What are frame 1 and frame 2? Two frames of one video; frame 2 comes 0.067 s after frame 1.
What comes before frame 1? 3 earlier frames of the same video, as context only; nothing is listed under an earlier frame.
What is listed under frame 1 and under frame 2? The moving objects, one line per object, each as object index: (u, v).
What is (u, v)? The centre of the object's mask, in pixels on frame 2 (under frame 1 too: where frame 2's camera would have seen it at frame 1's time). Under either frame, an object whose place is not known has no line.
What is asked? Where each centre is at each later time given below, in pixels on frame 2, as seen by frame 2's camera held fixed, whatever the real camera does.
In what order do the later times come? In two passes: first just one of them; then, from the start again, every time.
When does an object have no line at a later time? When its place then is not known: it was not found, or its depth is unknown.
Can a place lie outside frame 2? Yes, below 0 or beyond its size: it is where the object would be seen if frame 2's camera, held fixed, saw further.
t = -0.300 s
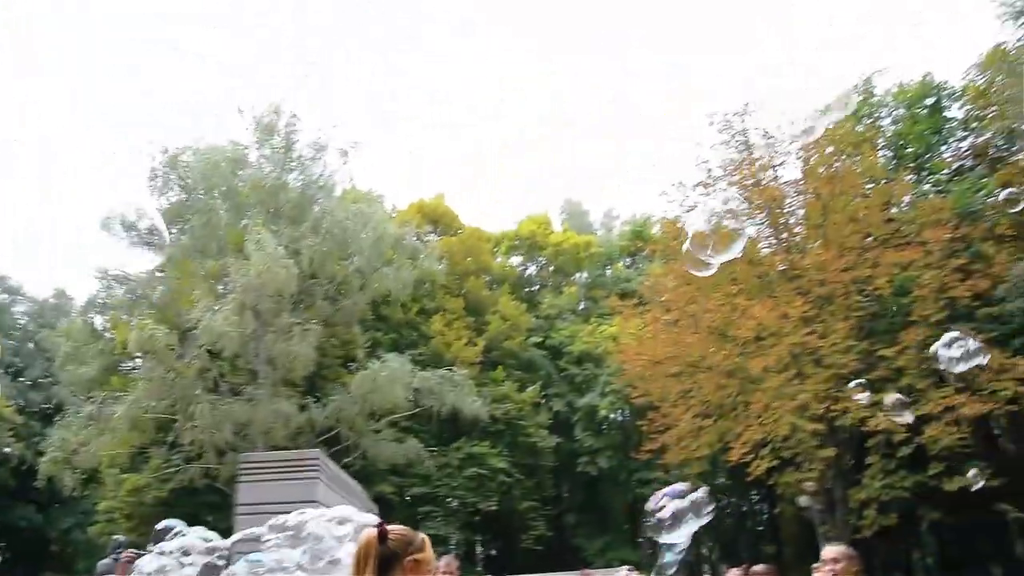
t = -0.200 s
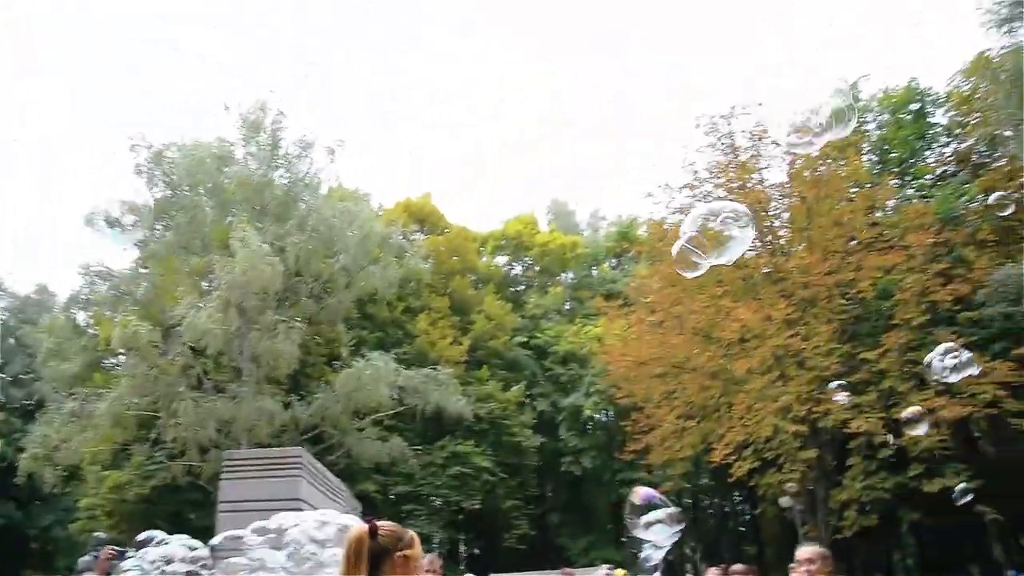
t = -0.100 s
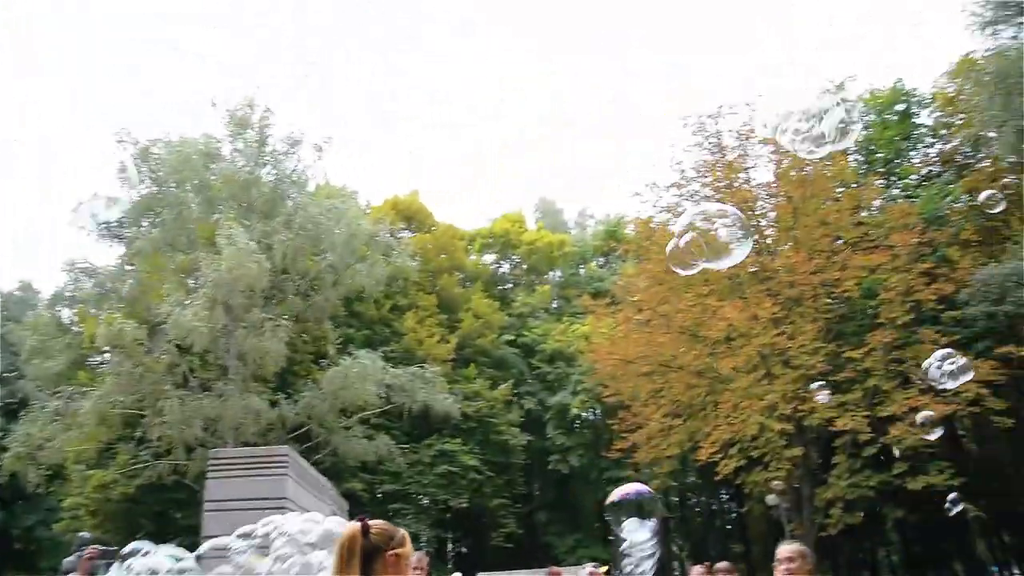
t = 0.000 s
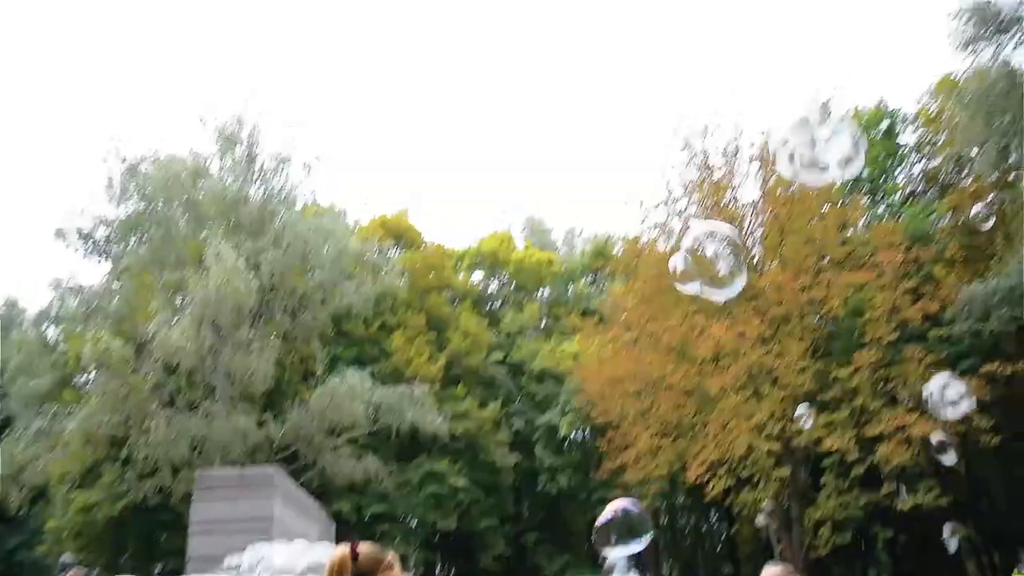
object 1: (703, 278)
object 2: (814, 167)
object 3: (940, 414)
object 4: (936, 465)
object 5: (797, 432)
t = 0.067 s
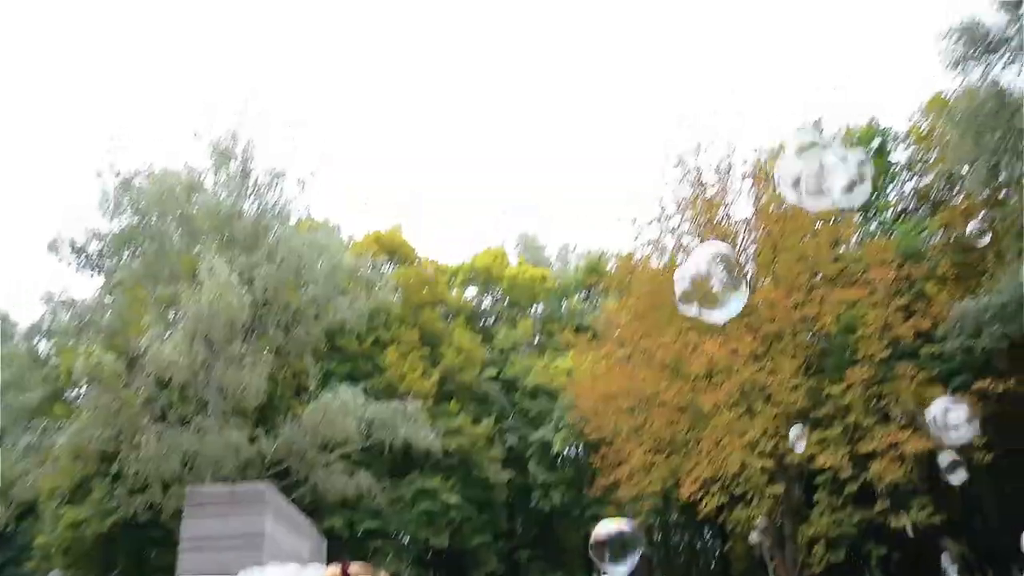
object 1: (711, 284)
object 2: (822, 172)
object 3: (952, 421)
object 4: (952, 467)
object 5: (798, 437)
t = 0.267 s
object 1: (739, 308)
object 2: (862, 206)
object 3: (988, 448)
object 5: (809, 459)
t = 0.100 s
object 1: (715, 286)
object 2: (828, 176)
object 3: (957, 426)
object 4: (959, 470)
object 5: (799, 442)
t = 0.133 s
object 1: (719, 290)
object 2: (836, 181)
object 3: (964, 429)
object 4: (968, 471)
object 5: (801, 445)
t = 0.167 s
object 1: (723, 294)
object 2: (844, 188)
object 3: (970, 437)
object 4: (981, 479)
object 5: (802, 449)
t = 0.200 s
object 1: (728, 298)
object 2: (850, 195)
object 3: (976, 440)
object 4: (989, 480)
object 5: (804, 452)
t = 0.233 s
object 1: (734, 304)
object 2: (855, 201)
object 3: (982, 444)
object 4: (996, 482)
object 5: (806, 456)
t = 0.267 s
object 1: (739, 308)
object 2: (862, 206)
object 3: (988, 448)
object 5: (809, 459)
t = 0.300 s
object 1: (744, 312)
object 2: (866, 214)
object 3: (994, 452)
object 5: (812, 462)
